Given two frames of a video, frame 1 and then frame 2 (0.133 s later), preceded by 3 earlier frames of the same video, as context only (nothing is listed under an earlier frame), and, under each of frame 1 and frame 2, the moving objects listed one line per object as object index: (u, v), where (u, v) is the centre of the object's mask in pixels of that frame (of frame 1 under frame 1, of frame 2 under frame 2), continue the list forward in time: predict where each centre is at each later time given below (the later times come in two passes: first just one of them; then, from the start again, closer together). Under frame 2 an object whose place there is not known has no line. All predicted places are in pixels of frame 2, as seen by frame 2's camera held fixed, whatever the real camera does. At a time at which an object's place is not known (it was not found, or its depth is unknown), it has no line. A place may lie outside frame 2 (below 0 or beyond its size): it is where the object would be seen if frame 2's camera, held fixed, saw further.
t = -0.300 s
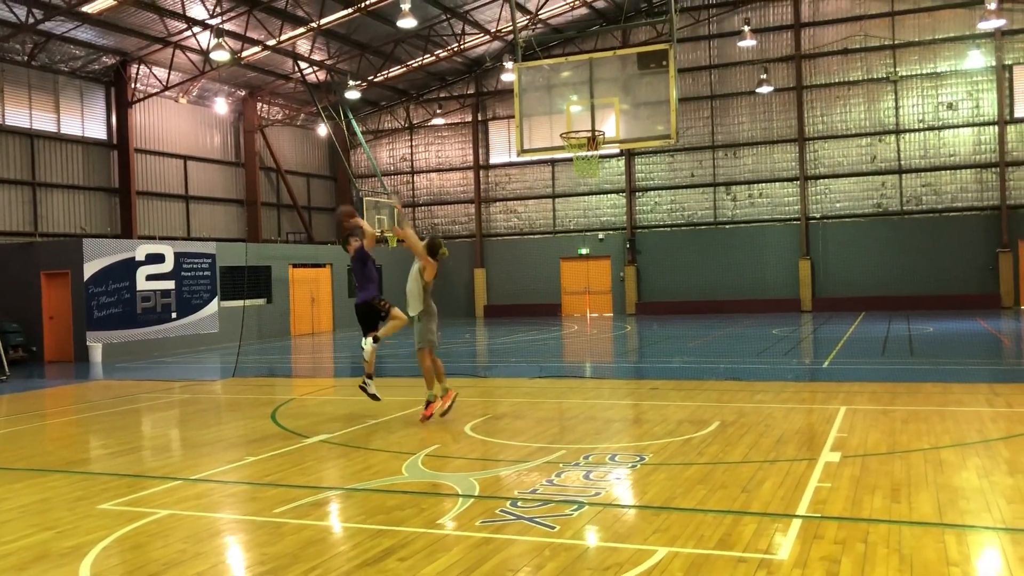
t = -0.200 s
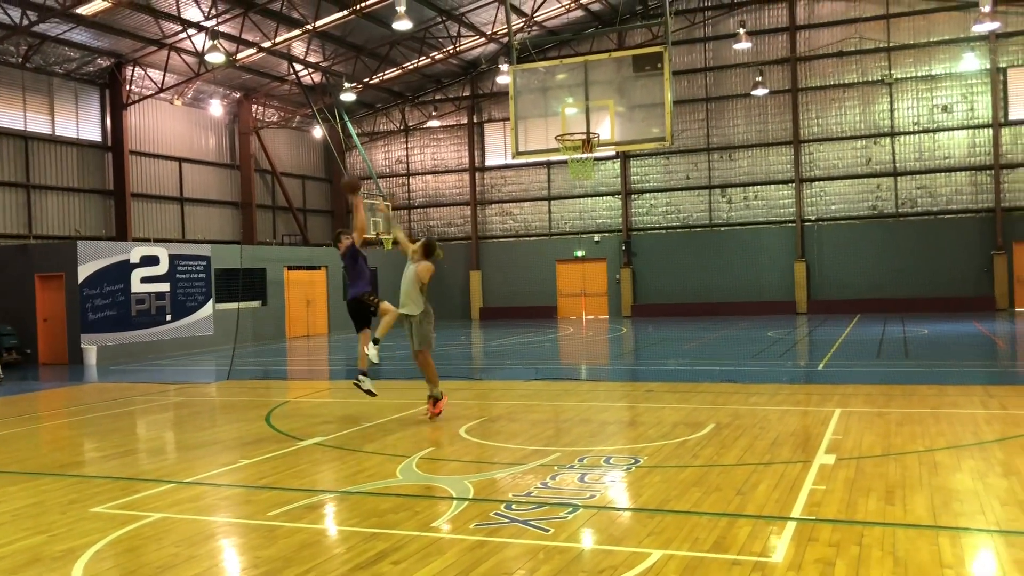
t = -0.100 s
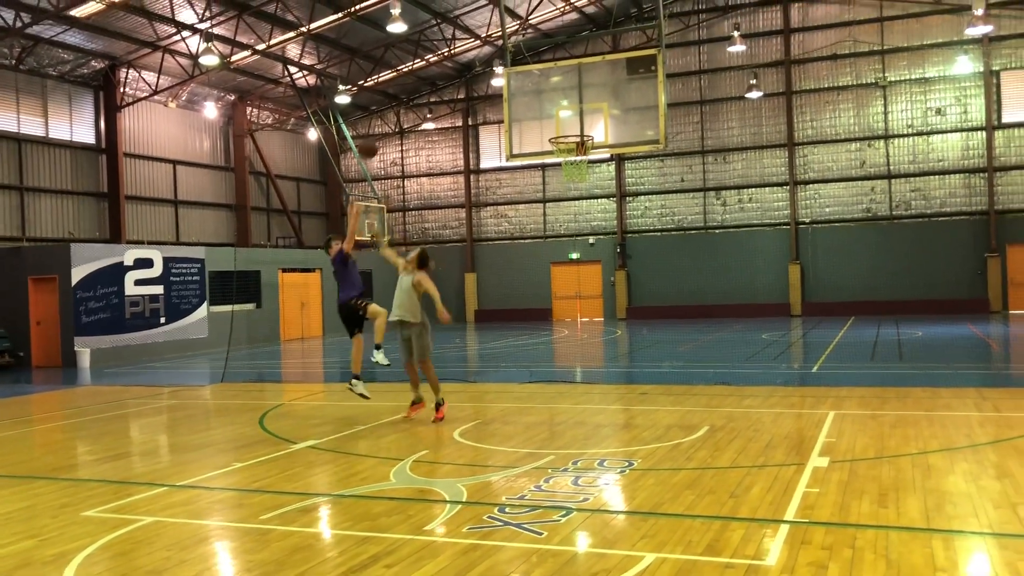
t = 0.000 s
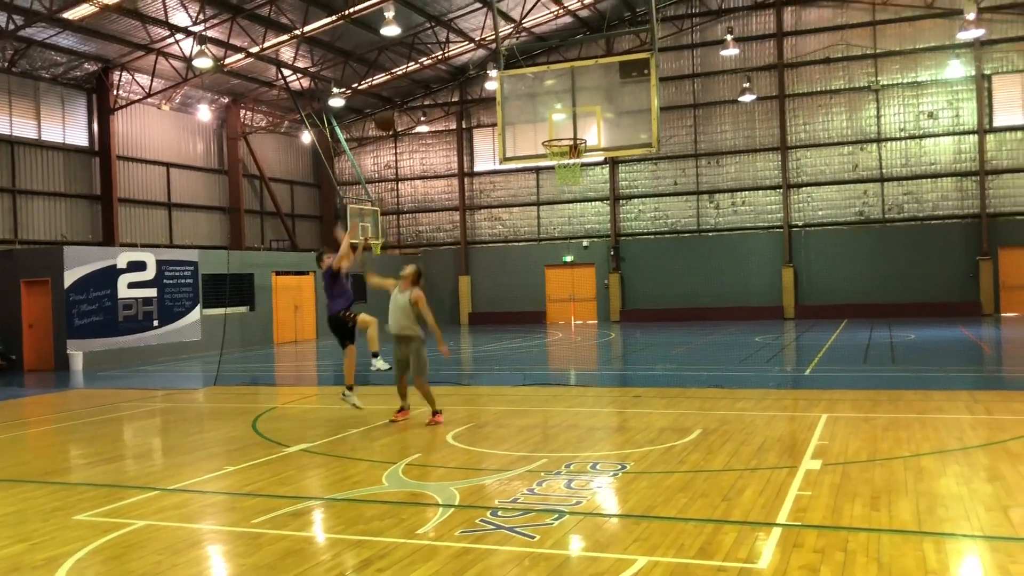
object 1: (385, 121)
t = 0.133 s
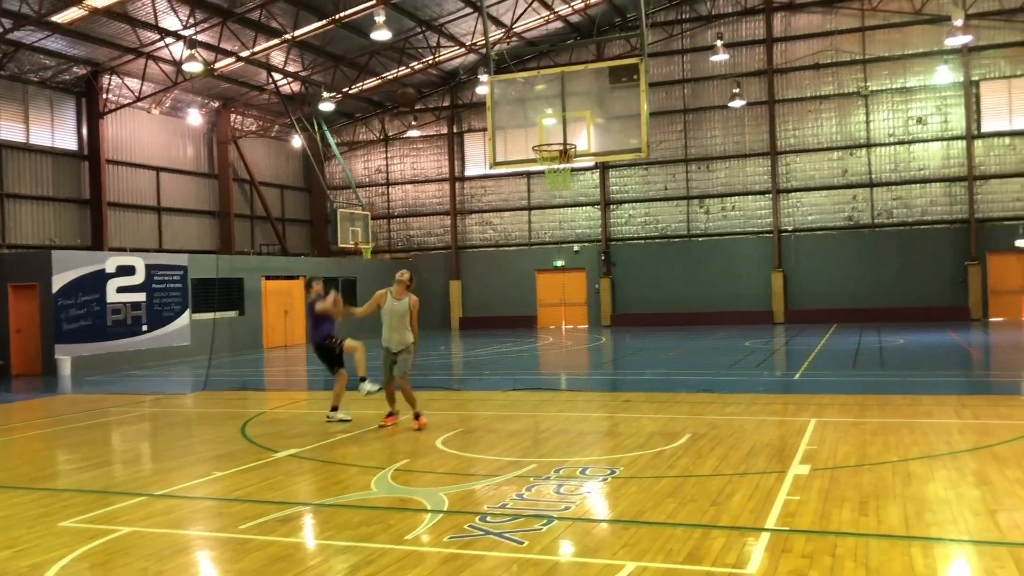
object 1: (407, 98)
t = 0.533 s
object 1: (514, 105)
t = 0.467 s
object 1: (495, 94)
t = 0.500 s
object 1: (504, 99)
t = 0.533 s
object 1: (514, 105)
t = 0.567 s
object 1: (523, 112)
